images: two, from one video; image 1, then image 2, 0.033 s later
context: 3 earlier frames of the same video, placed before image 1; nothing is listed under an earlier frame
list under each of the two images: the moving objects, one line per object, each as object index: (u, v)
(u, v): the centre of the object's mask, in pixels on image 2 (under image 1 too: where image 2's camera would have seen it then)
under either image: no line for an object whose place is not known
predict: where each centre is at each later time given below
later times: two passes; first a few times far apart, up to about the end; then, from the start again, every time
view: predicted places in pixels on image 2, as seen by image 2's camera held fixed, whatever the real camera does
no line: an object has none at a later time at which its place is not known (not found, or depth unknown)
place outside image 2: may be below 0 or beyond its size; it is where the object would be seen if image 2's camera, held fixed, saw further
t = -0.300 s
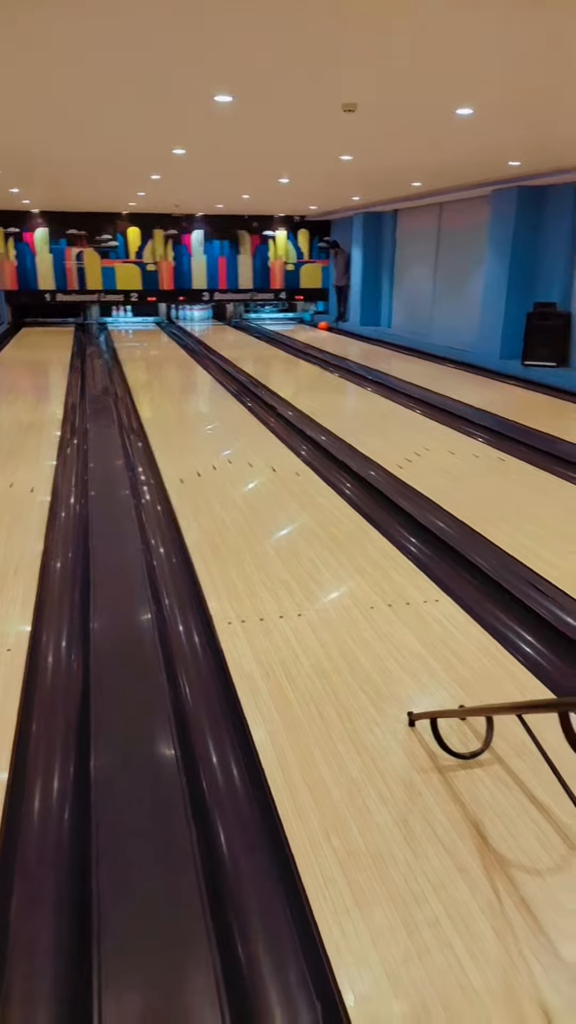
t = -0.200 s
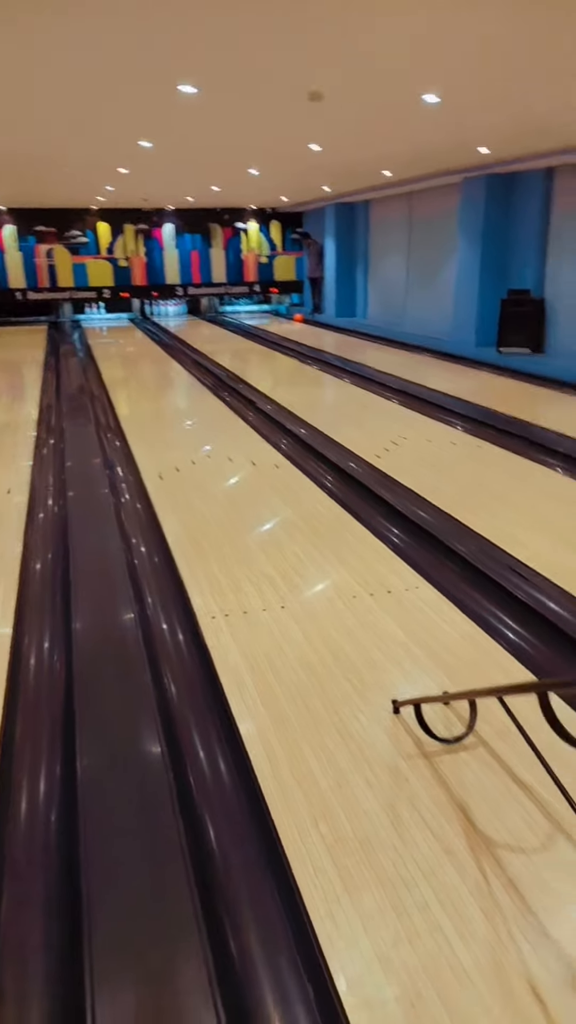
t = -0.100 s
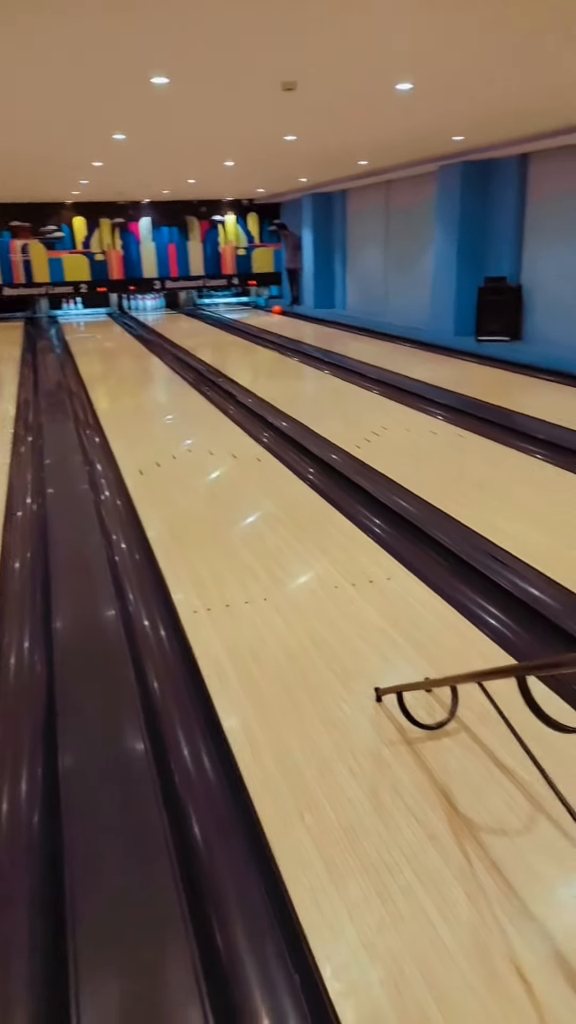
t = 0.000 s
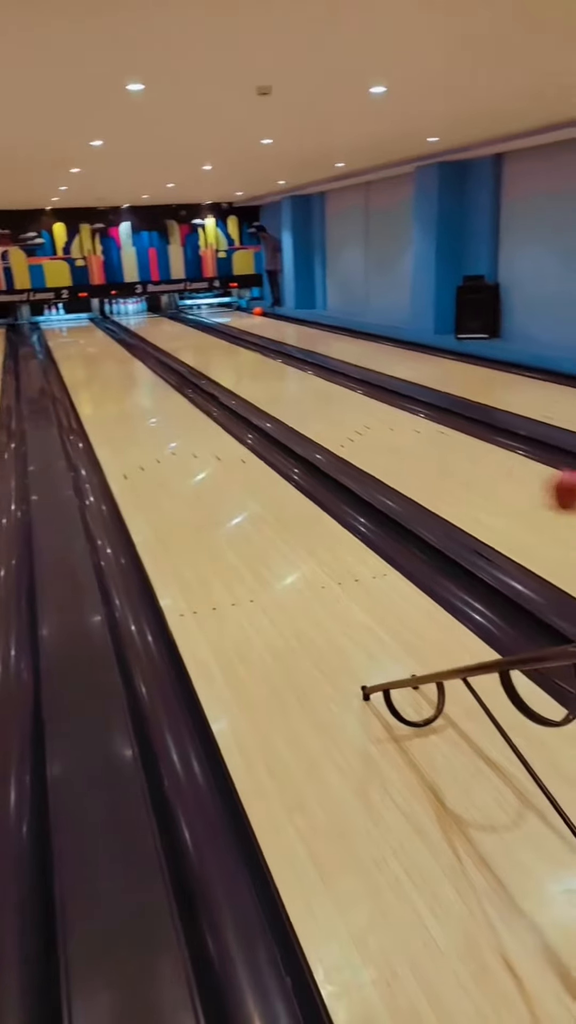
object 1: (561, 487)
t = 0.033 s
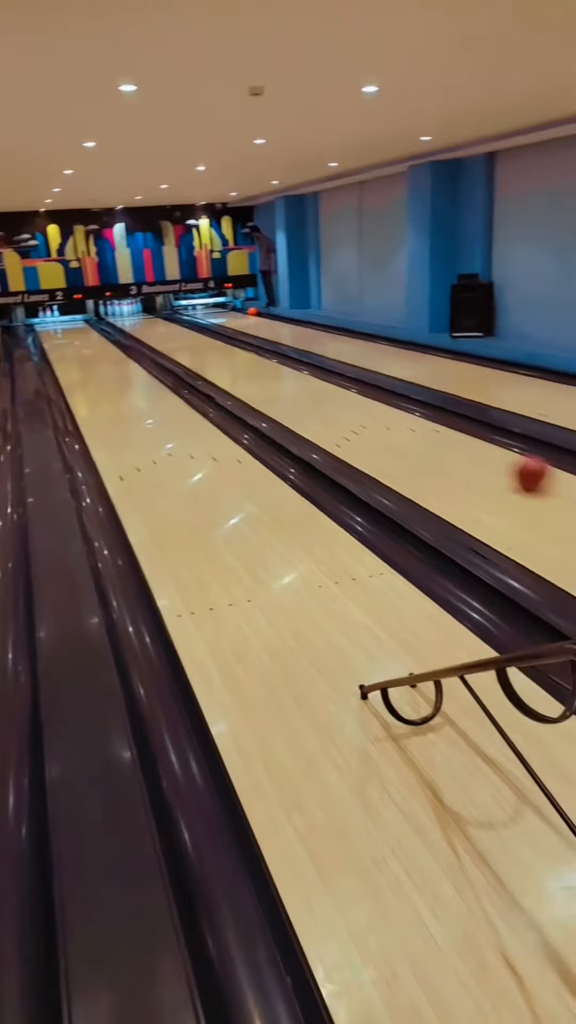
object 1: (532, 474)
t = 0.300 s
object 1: (373, 412)
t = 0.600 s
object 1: (281, 373)
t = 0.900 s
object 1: (227, 352)
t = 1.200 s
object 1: (192, 338)
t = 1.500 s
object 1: (166, 328)
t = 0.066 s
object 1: (505, 464)
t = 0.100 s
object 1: (480, 454)
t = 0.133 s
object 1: (458, 445)
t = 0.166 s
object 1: (439, 438)
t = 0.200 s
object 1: (419, 429)
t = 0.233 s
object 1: (405, 424)
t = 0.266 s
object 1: (388, 418)
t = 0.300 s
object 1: (373, 412)
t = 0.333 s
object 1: (361, 407)
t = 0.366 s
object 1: (349, 402)
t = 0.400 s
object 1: (337, 397)
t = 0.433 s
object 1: (326, 393)
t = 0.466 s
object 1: (315, 388)
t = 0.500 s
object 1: (306, 384)
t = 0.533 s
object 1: (297, 379)
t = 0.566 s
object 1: (289, 376)
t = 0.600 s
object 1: (281, 373)
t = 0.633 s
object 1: (274, 370)
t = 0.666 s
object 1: (267, 368)
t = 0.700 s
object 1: (260, 365)
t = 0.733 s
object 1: (254, 363)
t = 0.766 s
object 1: (248, 361)
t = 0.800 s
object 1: (243, 358)
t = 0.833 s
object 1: (237, 356)
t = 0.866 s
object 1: (232, 354)
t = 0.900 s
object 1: (227, 352)
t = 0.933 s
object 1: (222, 350)
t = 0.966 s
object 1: (218, 348)
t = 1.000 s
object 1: (214, 347)
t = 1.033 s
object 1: (210, 345)
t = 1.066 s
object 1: (206, 344)
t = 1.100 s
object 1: (202, 342)
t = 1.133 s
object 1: (199, 341)
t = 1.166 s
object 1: (195, 340)
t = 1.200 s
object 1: (192, 338)
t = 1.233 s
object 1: (188, 336)
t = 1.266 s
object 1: (185, 335)
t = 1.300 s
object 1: (182, 334)
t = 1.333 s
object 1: (179, 333)
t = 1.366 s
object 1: (177, 332)
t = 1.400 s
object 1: (174, 331)
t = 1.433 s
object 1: (171, 330)
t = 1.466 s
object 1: (169, 329)
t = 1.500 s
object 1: (166, 328)
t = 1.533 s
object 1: (164, 327)
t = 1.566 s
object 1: (161, 326)
